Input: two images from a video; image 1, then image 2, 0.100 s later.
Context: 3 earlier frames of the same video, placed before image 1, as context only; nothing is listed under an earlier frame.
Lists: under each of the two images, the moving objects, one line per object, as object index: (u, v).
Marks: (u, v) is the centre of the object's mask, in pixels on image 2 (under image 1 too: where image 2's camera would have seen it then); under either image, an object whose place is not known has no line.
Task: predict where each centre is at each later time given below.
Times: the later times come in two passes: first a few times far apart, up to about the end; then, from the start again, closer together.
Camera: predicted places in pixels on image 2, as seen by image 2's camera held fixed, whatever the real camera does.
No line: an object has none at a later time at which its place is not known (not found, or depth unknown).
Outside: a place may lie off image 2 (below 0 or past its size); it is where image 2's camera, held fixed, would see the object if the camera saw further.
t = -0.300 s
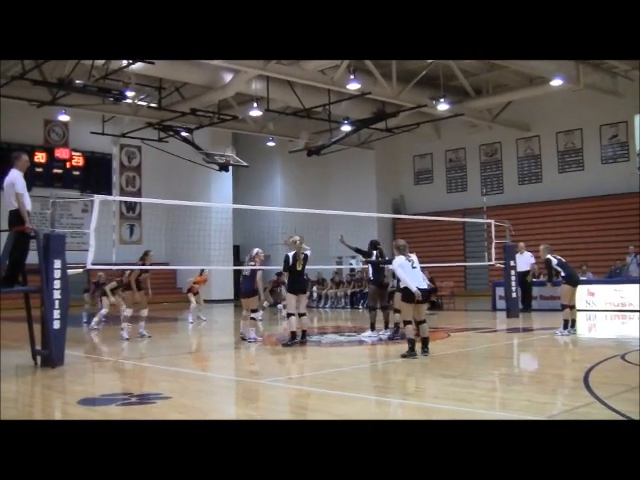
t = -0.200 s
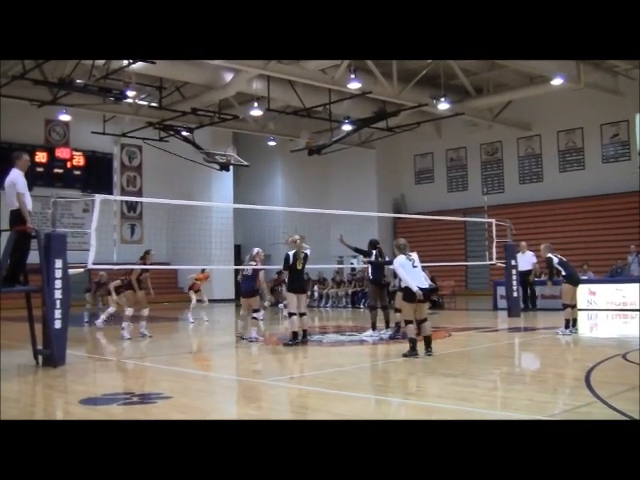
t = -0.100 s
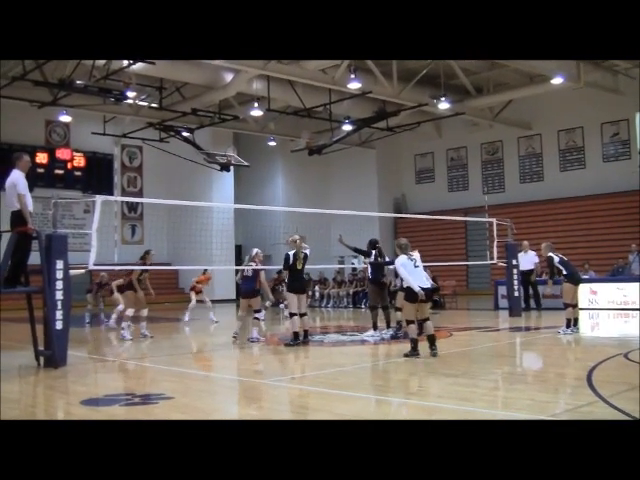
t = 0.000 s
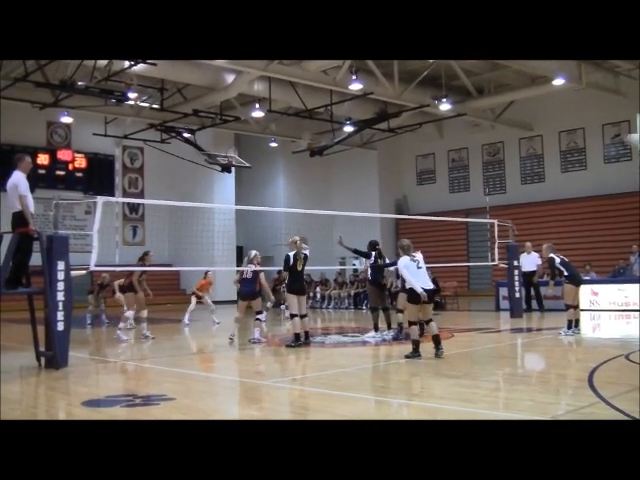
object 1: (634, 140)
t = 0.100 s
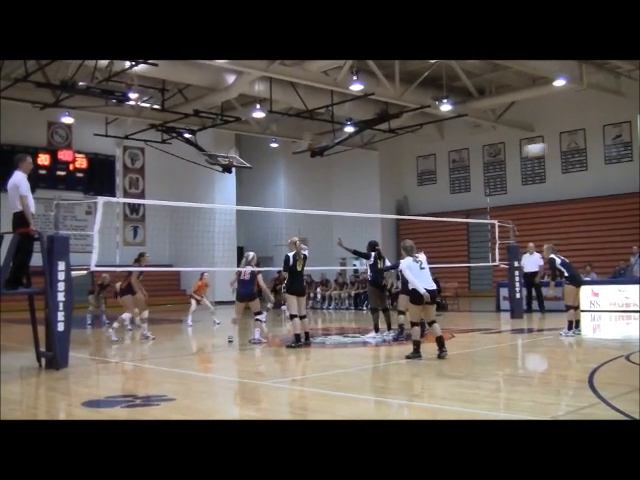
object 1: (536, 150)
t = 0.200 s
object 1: (442, 165)
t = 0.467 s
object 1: (245, 231)
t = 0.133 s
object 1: (504, 153)
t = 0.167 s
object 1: (473, 159)
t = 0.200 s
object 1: (442, 165)
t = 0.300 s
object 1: (361, 186)
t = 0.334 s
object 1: (336, 194)
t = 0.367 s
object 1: (312, 203)
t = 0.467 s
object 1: (245, 231)
